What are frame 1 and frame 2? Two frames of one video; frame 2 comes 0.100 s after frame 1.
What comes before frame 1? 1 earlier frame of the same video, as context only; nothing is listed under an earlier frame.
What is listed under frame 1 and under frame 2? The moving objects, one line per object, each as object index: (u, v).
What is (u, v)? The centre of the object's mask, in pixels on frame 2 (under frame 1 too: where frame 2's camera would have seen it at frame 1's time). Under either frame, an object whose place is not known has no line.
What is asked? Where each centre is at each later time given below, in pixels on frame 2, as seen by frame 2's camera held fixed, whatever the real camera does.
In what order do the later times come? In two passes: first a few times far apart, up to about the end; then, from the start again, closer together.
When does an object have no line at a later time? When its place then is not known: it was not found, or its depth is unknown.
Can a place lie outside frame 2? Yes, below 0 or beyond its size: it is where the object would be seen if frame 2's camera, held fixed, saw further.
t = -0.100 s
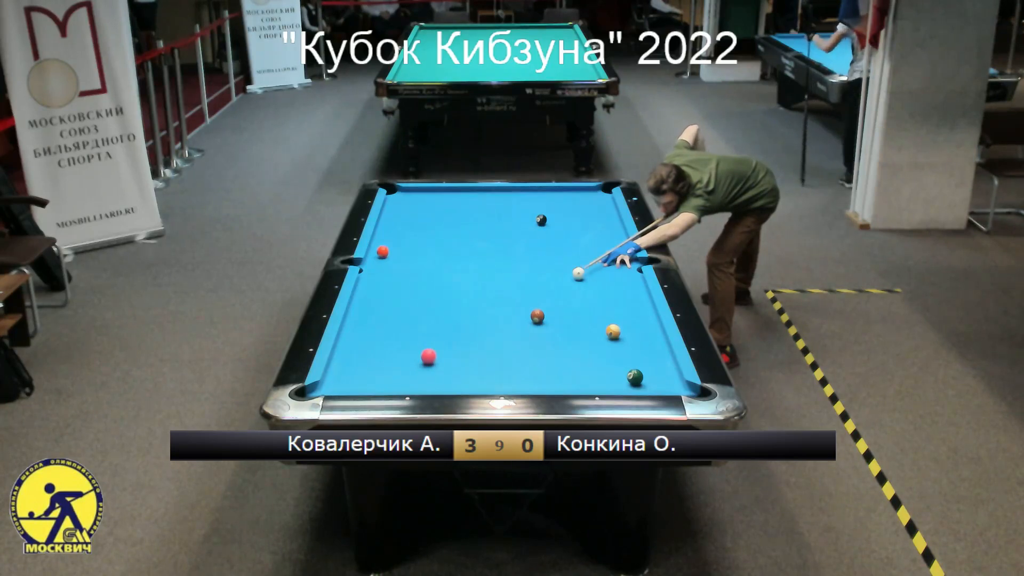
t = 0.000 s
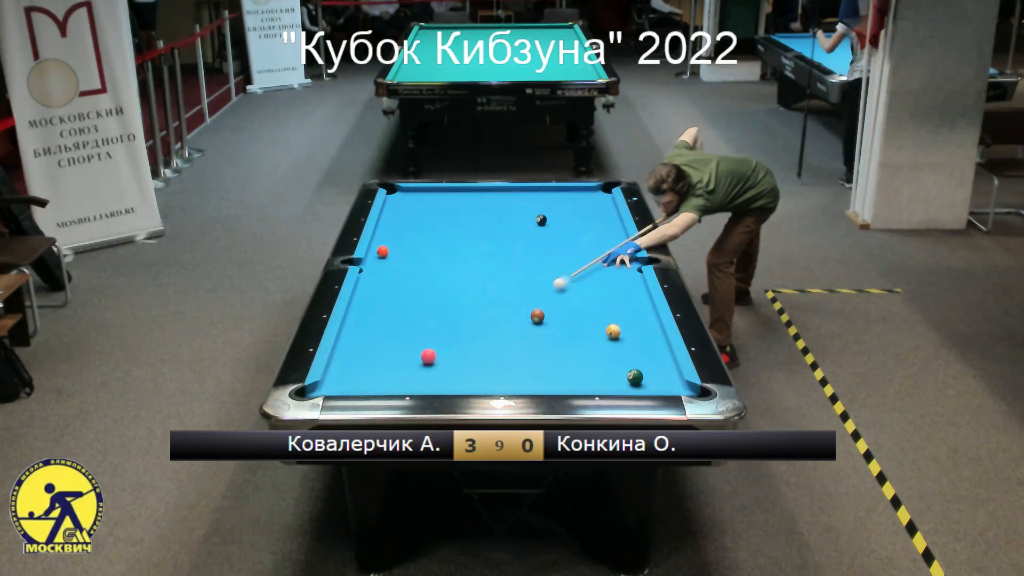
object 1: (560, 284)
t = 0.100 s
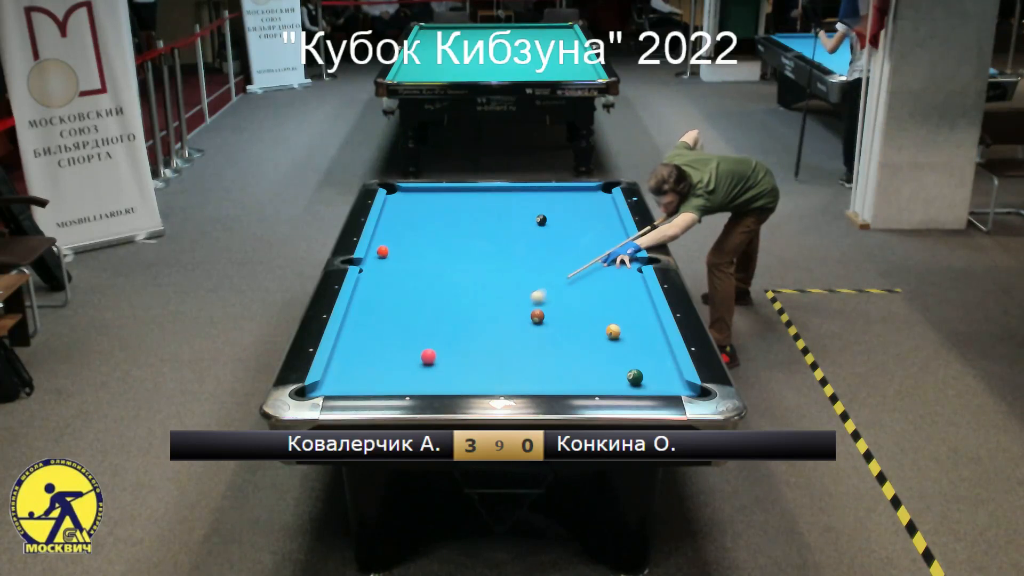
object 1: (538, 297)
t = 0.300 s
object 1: (494, 323)
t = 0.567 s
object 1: (443, 355)
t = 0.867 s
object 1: (441, 375)
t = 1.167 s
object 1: (433, 383)
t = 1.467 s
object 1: (423, 374)
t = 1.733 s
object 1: (415, 365)
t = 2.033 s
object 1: (407, 356)
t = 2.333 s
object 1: (399, 347)
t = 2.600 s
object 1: (393, 342)
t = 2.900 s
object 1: (387, 335)
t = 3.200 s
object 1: (382, 330)
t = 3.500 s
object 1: (378, 326)
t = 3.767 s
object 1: (375, 322)
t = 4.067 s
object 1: (372, 319)
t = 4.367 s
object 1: (370, 316)
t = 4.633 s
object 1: (369, 314)
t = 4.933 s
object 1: (367, 313)
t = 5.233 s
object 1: (366, 313)
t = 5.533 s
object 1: (366, 312)
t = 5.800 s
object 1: (366, 312)
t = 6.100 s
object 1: (366, 312)
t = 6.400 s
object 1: (366, 313)
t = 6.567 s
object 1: (365, 313)
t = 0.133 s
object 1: (530, 301)
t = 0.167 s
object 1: (523, 305)
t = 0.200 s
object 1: (517, 308)
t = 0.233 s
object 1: (509, 313)
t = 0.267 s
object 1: (502, 317)
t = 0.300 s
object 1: (494, 323)
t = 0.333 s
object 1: (486, 327)
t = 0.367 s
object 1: (478, 331)
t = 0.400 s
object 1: (470, 336)
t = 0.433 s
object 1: (462, 341)
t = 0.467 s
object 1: (454, 345)
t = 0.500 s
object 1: (445, 350)
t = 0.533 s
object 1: (442, 353)
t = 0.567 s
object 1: (443, 355)
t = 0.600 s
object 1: (444, 357)
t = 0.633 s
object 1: (445, 359)
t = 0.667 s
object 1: (445, 361)
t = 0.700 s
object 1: (444, 363)
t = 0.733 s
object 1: (444, 365)
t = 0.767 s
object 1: (443, 368)
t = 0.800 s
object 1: (442, 370)
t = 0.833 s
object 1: (441, 373)
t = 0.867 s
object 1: (441, 375)
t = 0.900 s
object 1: (440, 377)
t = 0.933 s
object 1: (440, 380)
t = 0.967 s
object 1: (439, 381)
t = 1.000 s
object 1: (438, 382)
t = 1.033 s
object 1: (438, 382)
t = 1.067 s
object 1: (437, 385)
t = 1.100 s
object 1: (436, 385)
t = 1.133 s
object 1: (435, 384)
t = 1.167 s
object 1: (433, 383)
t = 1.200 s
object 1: (432, 382)
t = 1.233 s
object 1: (431, 382)
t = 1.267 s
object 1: (430, 381)
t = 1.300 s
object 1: (429, 380)
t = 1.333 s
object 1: (428, 379)
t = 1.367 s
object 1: (427, 377)
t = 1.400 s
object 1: (425, 376)
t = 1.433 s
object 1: (424, 375)
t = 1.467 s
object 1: (423, 374)
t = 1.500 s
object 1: (422, 372)
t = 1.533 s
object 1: (421, 371)
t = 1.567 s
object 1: (420, 370)
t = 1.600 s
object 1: (419, 369)
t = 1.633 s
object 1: (418, 368)
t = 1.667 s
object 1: (417, 367)
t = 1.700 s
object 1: (416, 366)
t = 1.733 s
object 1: (415, 365)
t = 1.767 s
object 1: (414, 364)
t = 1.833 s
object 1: (412, 361)
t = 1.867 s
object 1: (411, 361)
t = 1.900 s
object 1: (410, 360)
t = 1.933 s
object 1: (410, 359)
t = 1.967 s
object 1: (408, 358)
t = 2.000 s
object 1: (408, 357)
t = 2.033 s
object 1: (407, 356)
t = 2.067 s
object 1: (406, 355)
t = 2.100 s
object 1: (405, 354)
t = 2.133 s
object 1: (404, 353)
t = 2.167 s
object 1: (403, 352)
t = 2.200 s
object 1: (402, 351)
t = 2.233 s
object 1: (402, 350)
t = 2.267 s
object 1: (401, 349)
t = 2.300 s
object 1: (400, 349)
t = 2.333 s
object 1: (399, 347)
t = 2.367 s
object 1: (399, 347)
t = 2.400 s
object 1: (398, 346)
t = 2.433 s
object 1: (397, 345)
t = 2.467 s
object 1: (396, 344)
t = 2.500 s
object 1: (395, 344)
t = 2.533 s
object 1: (395, 343)
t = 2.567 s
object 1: (394, 342)
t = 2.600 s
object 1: (393, 342)
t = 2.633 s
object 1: (393, 341)
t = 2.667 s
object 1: (392, 340)
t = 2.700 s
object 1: (391, 339)
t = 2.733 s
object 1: (391, 339)
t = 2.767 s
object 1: (390, 338)
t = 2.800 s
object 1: (389, 338)
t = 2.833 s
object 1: (388, 337)
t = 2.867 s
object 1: (388, 336)
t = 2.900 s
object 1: (387, 335)
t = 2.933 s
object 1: (387, 335)
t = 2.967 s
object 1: (386, 334)
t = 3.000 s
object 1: (386, 333)
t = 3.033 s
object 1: (385, 333)
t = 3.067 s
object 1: (385, 333)
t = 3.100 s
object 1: (384, 332)
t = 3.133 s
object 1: (383, 331)
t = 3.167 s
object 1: (383, 330)
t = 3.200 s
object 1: (382, 330)
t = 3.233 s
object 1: (381, 330)
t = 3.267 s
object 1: (381, 329)
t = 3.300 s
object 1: (381, 329)
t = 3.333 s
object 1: (380, 328)
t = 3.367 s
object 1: (379, 327)
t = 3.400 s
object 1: (379, 327)
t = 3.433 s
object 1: (378, 327)
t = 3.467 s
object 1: (378, 326)
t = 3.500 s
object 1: (378, 326)
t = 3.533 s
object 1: (377, 325)
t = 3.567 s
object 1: (377, 325)
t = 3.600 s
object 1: (376, 324)
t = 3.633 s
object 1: (376, 324)
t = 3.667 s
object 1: (376, 323)
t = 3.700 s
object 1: (375, 323)
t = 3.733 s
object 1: (375, 322)
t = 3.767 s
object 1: (375, 322)
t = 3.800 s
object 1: (374, 322)
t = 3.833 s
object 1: (374, 321)
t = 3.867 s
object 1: (373, 321)
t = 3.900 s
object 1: (373, 321)
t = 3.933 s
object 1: (373, 320)
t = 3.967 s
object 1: (373, 320)
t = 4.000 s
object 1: (372, 319)
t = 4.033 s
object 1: (372, 319)
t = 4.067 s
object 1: (372, 319)
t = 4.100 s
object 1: (371, 318)
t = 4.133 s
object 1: (371, 318)
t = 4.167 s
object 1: (371, 318)
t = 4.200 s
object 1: (371, 317)
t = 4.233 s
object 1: (371, 317)
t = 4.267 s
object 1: (370, 317)
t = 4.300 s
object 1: (370, 317)
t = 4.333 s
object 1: (370, 316)
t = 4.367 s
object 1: (370, 316)
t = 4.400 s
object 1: (369, 316)
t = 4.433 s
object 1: (369, 316)
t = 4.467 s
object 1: (369, 315)
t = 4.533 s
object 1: (369, 315)
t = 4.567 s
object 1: (369, 315)
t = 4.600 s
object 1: (369, 314)
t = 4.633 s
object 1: (369, 314)
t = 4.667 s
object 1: (368, 314)
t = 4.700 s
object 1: (368, 314)
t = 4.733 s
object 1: (368, 314)
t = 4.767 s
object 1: (368, 314)
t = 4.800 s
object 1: (368, 313)
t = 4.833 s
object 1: (368, 313)
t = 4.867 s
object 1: (368, 313)
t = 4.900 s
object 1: (368, 313)
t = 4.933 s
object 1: (367, 313)
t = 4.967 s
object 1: (367, 313)
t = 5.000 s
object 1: (367, 313)
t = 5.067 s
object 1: (367, 313)
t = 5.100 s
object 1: (367, 313)
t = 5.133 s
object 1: (366, 313)
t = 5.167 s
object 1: (366, 313)
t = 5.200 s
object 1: (366, 313)
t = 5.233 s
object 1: (366, 313)
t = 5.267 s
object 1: (366, 312)
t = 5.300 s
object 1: (366, 313)
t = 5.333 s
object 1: (366, 312)
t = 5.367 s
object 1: (366, 312)
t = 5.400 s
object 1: (366, 312)
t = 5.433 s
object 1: (366, 312)
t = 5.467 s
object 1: (366, 312)
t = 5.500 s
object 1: (366, 312)
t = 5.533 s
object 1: (366, 312)
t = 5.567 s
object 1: (366, 312)
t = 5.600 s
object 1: (366, 312)
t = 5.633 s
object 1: (366, 312)
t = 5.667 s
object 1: (366, 312)
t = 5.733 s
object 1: (366, 312)
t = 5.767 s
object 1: (366, 312)
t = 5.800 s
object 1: (366, 312)
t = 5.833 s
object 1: (366, 312)
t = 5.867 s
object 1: (366, 312)
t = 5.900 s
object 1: (366, 312)
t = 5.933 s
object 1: (366, 312)
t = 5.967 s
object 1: (366, 312)
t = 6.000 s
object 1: (366, 312)
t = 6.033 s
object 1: (366, 312)
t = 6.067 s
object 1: (366, 312)
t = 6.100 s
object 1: (366, 312)
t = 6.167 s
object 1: (366, 312)
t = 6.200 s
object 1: (366, 312)
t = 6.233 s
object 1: (366, 312)
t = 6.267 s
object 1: (366, 312)
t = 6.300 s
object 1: (366, 312)
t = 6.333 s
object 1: (366, 312)
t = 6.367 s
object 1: (366, 312)
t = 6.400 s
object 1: (366, 313)
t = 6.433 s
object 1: (366, 312)
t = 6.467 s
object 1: (366, 312)
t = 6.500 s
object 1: (366, 312)
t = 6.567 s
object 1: (365, 313)
